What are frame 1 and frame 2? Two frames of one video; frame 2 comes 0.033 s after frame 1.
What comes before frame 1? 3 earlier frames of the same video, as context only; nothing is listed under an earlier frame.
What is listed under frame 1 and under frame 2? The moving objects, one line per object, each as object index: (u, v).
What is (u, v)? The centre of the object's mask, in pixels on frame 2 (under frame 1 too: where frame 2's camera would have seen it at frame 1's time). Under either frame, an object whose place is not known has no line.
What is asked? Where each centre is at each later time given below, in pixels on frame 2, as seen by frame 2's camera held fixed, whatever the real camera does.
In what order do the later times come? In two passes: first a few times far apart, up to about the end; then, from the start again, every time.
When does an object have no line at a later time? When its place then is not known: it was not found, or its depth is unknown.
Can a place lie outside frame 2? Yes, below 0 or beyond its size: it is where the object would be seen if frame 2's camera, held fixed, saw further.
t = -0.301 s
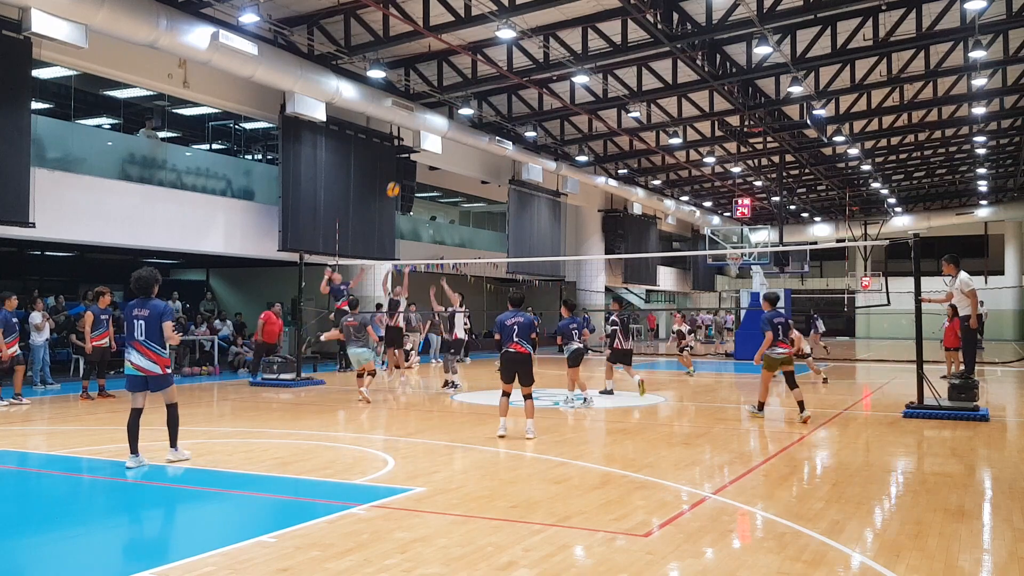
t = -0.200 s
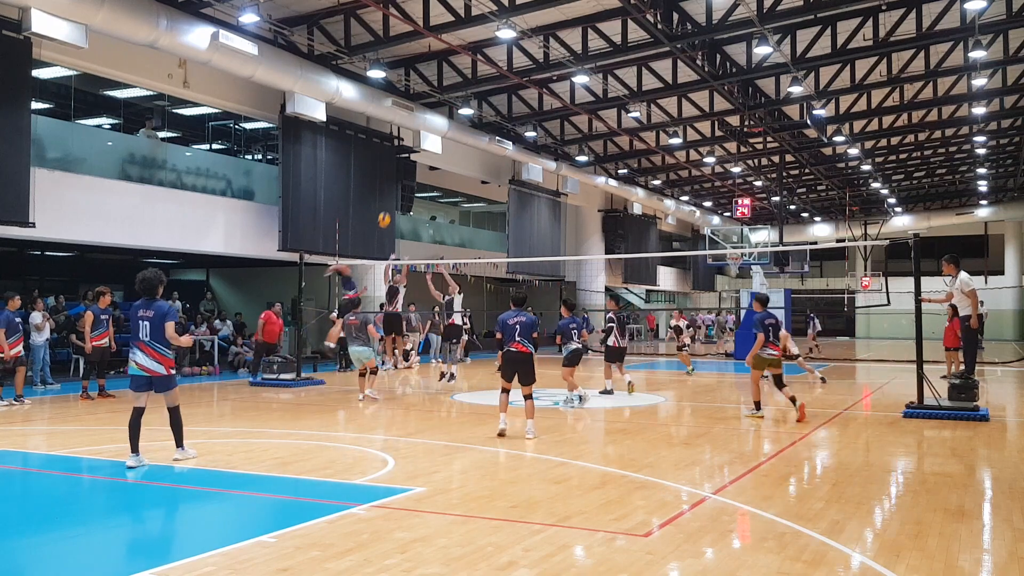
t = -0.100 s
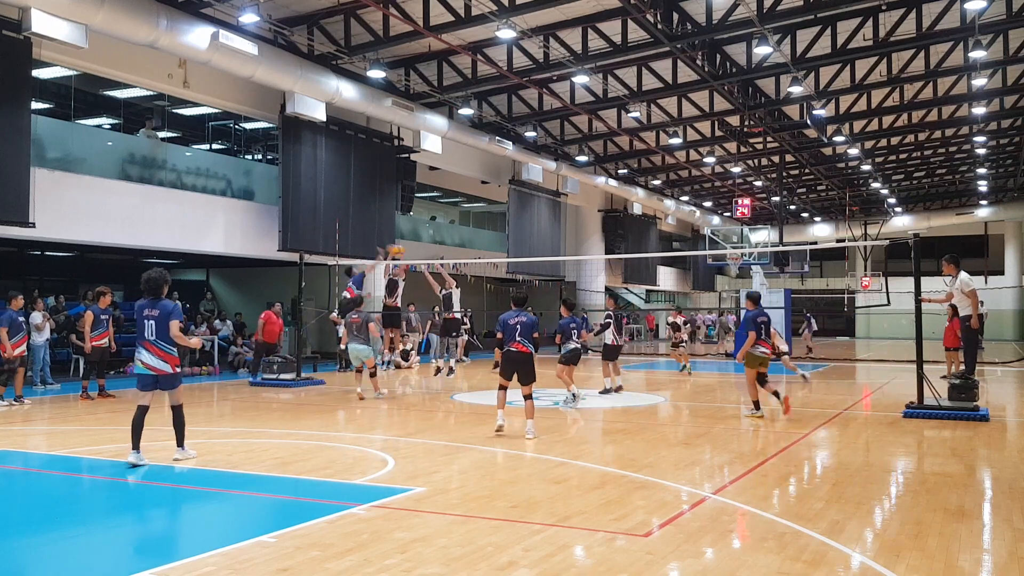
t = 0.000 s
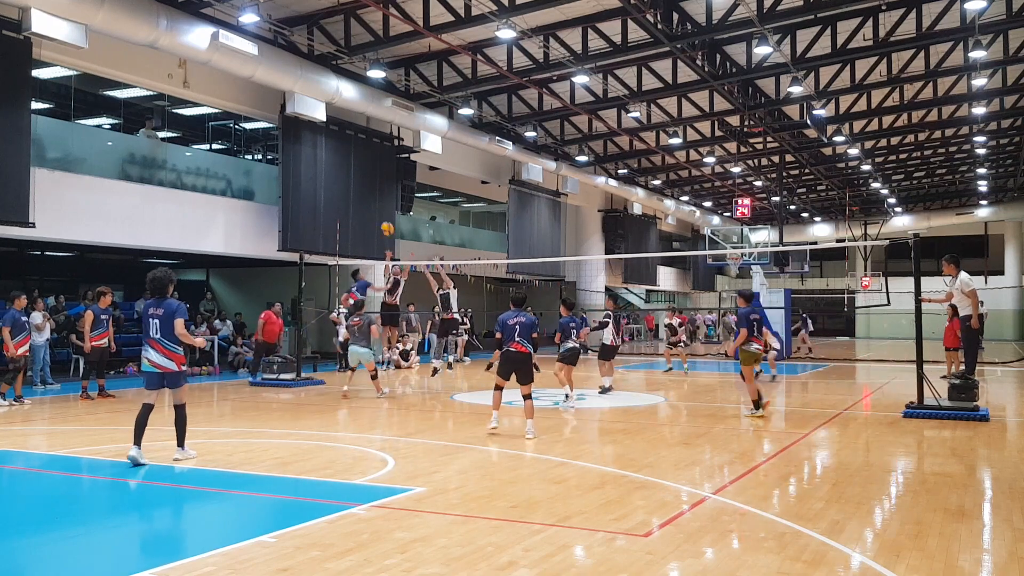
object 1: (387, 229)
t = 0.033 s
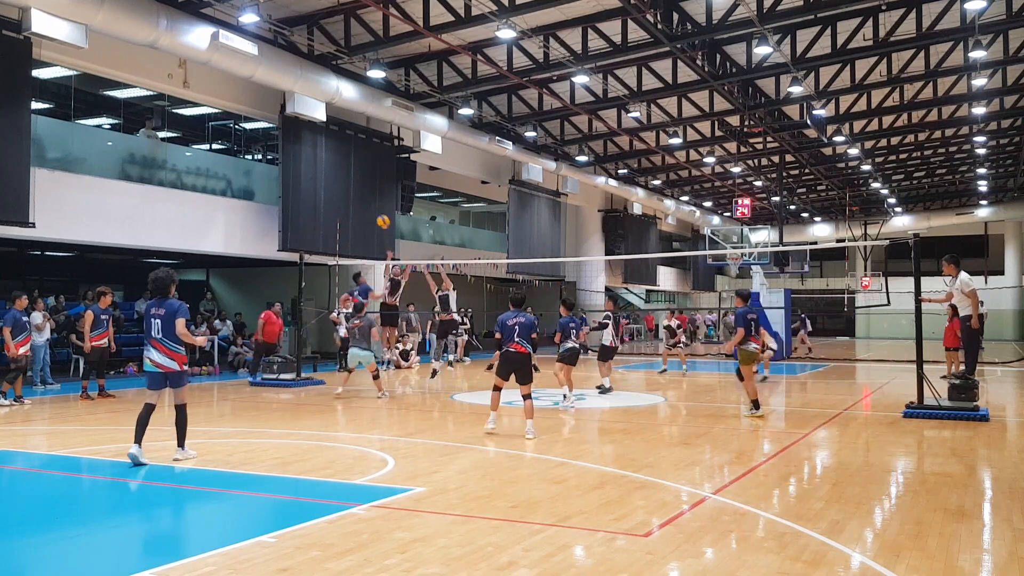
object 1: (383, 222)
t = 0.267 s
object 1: (353, 188)
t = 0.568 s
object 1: (309, 190)
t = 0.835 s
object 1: (267, 241)
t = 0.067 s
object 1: (379, 215)
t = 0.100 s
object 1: (375, 209)
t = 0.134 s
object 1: (370, 204)
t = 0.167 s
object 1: (366, 199)
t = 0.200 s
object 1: (362, 195)
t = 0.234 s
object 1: (357, 191)
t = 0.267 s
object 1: (353, 188)
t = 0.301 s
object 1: (348, 186)
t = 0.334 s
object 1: (343, 184)
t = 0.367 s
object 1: (338, 183)
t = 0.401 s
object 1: (334, 182)
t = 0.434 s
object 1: (329, 182)
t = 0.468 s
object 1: (324, 183)
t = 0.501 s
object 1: (319, 185)
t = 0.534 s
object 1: (313, 187)
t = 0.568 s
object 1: (309, 190)
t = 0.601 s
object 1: (303, 193)
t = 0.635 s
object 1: (298, 198)
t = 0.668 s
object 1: (293, 203)
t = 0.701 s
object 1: (288, 209)
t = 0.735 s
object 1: (283, 216)
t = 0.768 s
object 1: (277, 223)
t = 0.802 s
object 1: (272, 231)
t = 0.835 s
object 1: (267, 241)
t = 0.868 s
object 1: (262, 252)
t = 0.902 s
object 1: (256, 263)
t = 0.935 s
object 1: (251, 274)
